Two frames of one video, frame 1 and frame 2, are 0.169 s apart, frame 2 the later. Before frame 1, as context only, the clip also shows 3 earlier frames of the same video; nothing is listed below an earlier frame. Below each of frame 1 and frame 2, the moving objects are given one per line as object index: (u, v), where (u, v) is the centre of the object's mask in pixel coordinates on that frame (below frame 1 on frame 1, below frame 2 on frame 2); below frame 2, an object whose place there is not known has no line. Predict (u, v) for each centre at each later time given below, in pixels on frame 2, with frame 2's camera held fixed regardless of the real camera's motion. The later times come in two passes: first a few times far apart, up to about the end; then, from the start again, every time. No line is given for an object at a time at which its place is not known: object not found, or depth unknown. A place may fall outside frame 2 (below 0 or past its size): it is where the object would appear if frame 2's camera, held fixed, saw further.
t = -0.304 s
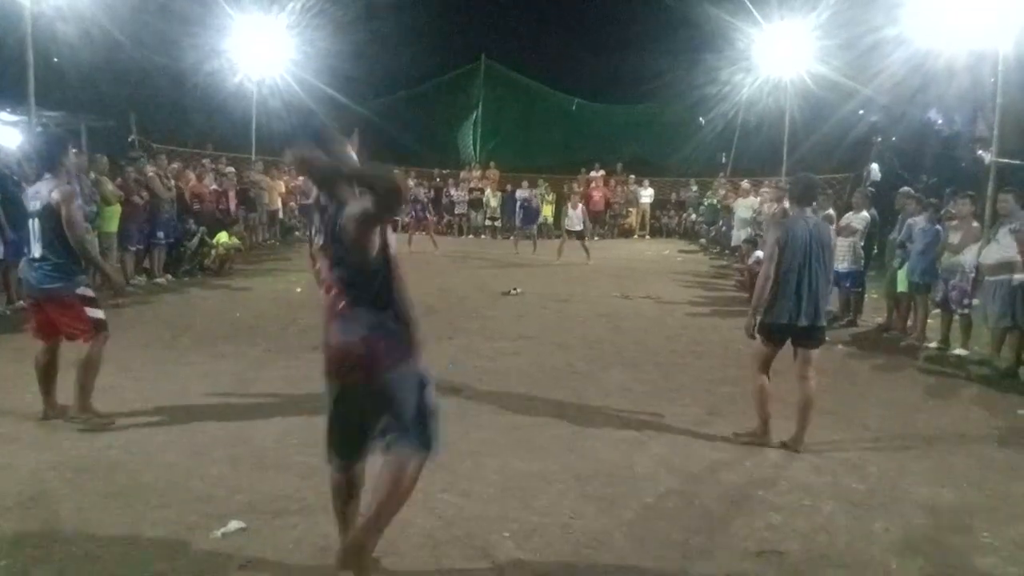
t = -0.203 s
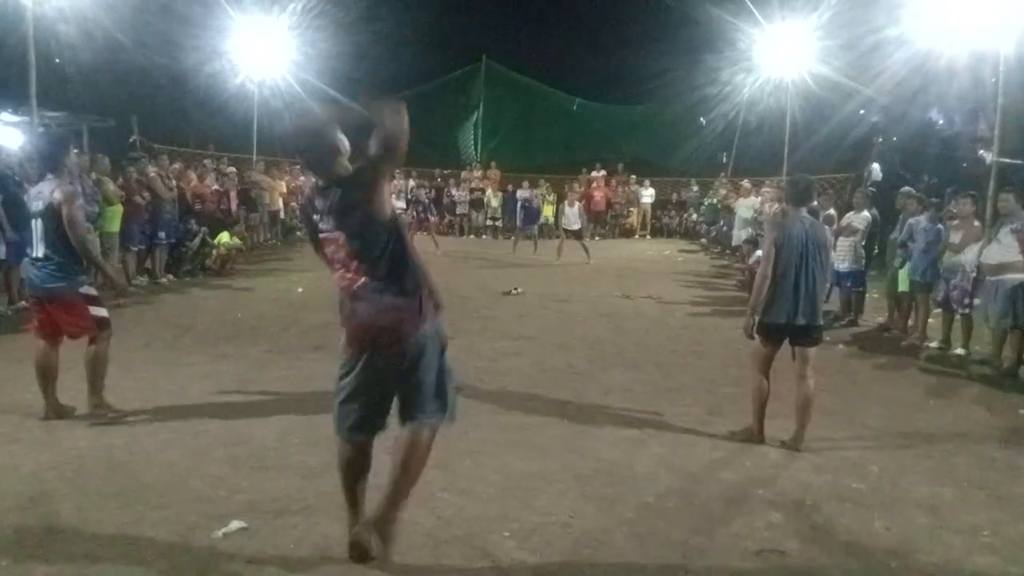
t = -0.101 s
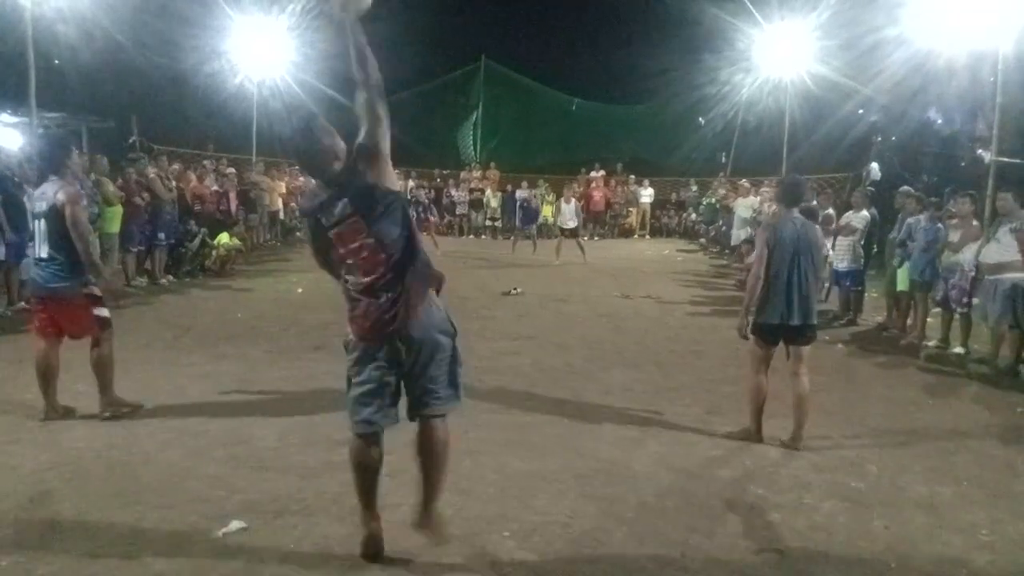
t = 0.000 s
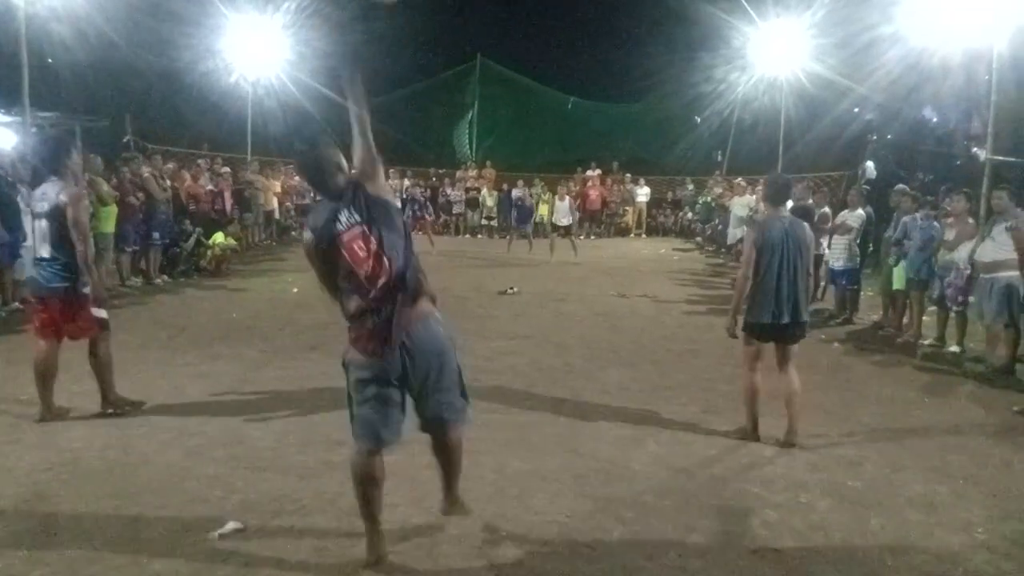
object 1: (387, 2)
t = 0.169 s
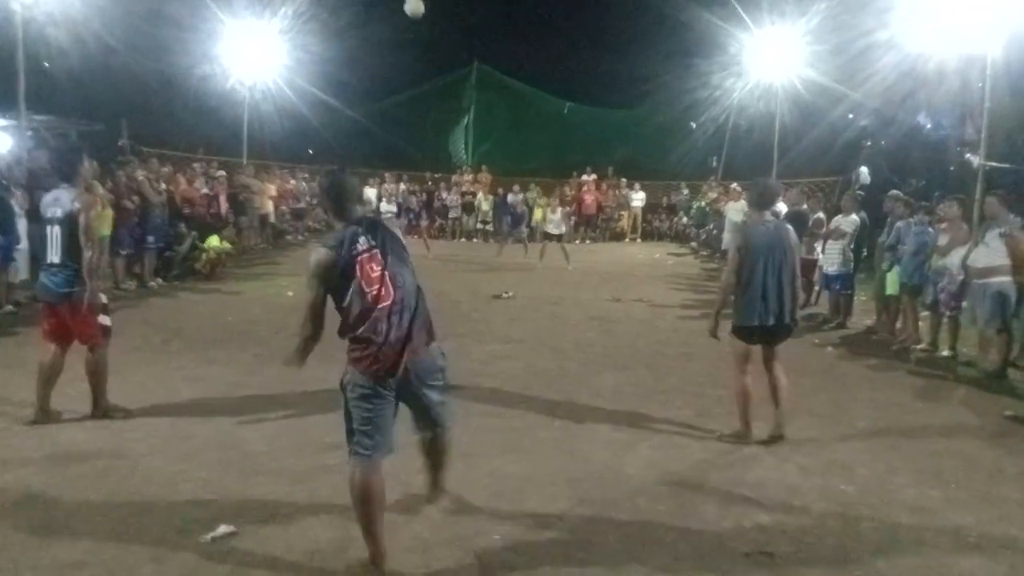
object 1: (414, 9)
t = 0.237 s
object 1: (425, 21)
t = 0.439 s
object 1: (450, 57)
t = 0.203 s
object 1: (419, 15)
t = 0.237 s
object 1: (425, 21)
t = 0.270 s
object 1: (430, 27)
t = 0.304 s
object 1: (434, 33)
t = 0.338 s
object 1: (438, 39)
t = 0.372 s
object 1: (445, 44)
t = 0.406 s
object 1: (448, 49)
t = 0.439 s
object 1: (450, 57)
